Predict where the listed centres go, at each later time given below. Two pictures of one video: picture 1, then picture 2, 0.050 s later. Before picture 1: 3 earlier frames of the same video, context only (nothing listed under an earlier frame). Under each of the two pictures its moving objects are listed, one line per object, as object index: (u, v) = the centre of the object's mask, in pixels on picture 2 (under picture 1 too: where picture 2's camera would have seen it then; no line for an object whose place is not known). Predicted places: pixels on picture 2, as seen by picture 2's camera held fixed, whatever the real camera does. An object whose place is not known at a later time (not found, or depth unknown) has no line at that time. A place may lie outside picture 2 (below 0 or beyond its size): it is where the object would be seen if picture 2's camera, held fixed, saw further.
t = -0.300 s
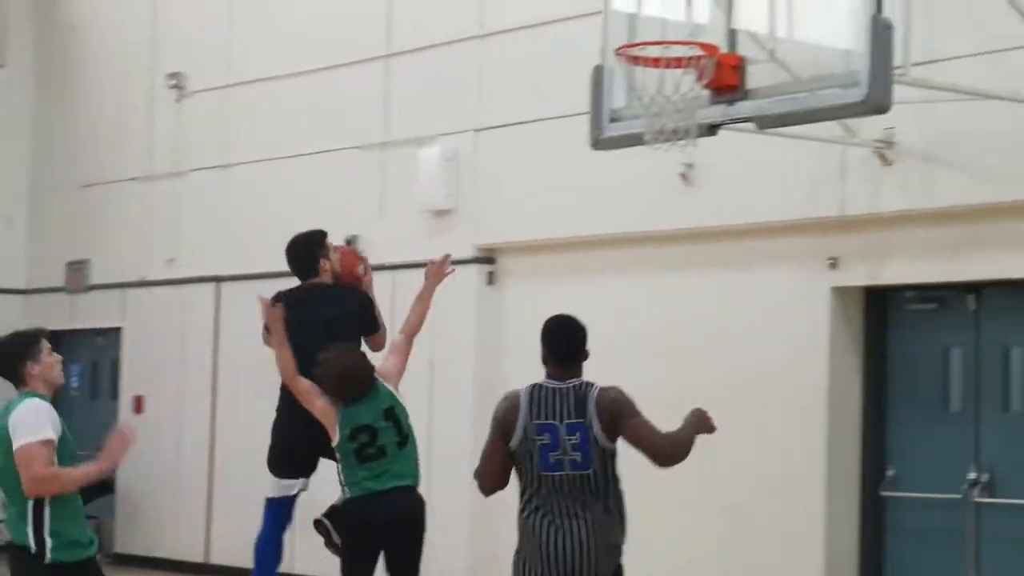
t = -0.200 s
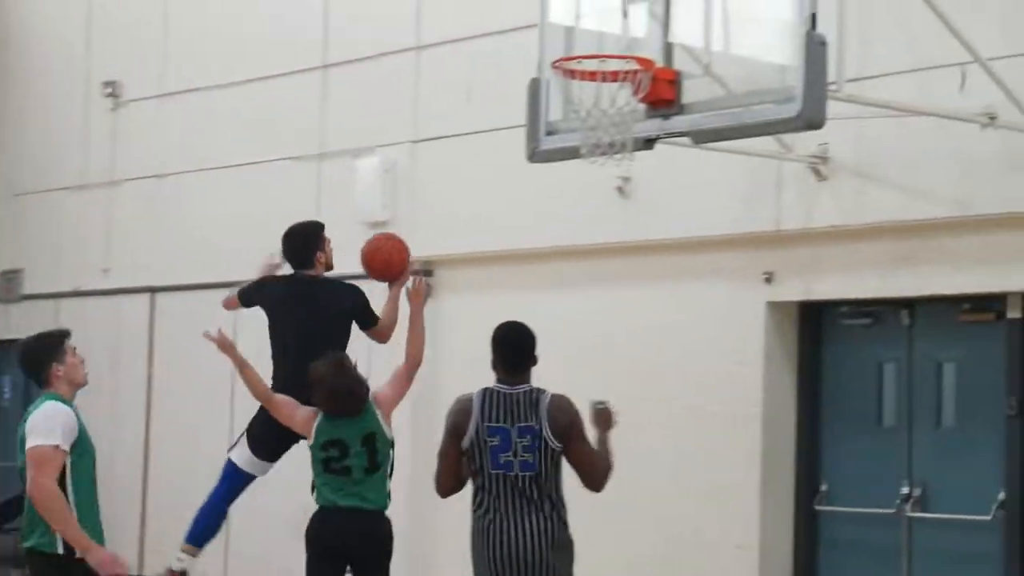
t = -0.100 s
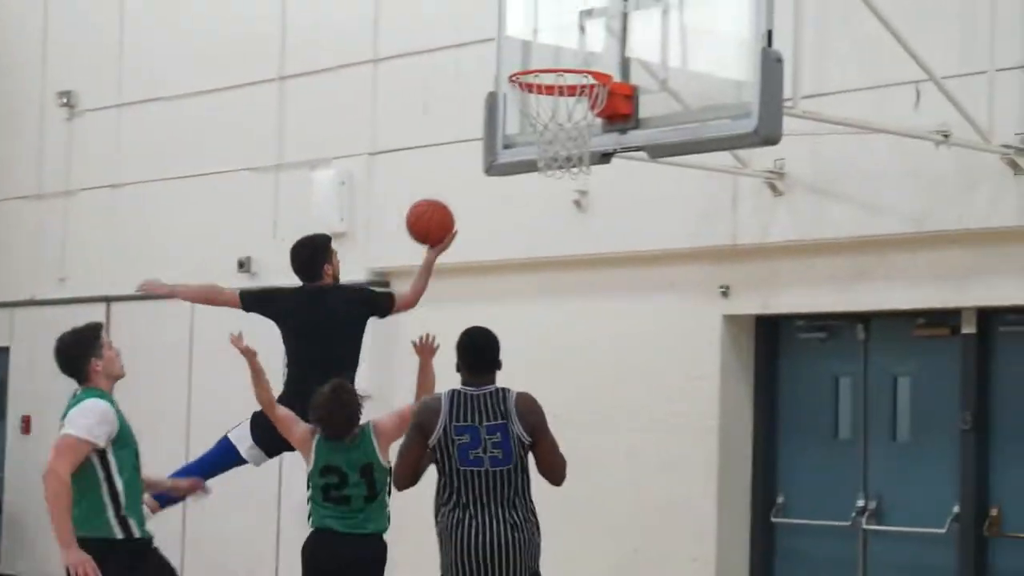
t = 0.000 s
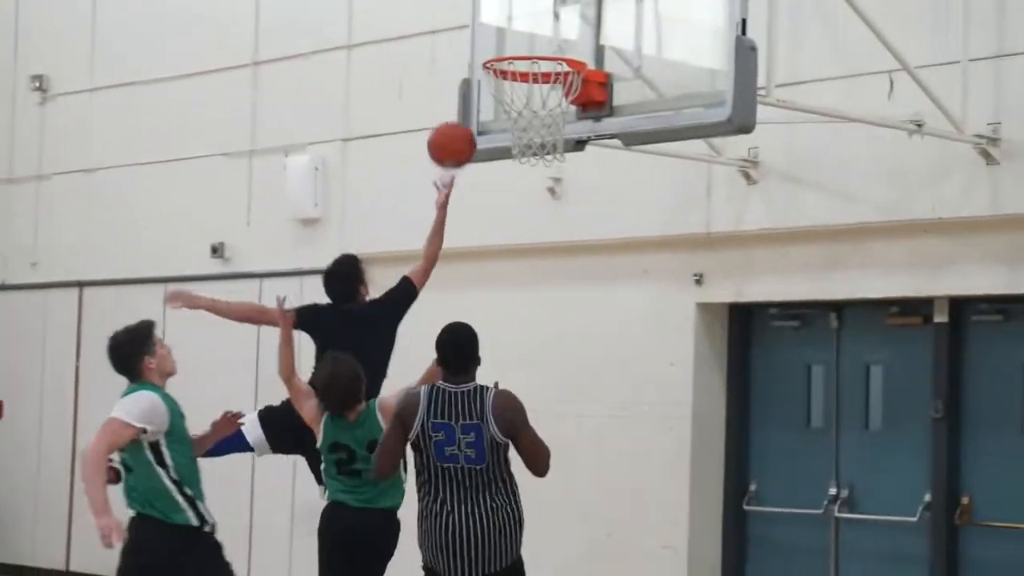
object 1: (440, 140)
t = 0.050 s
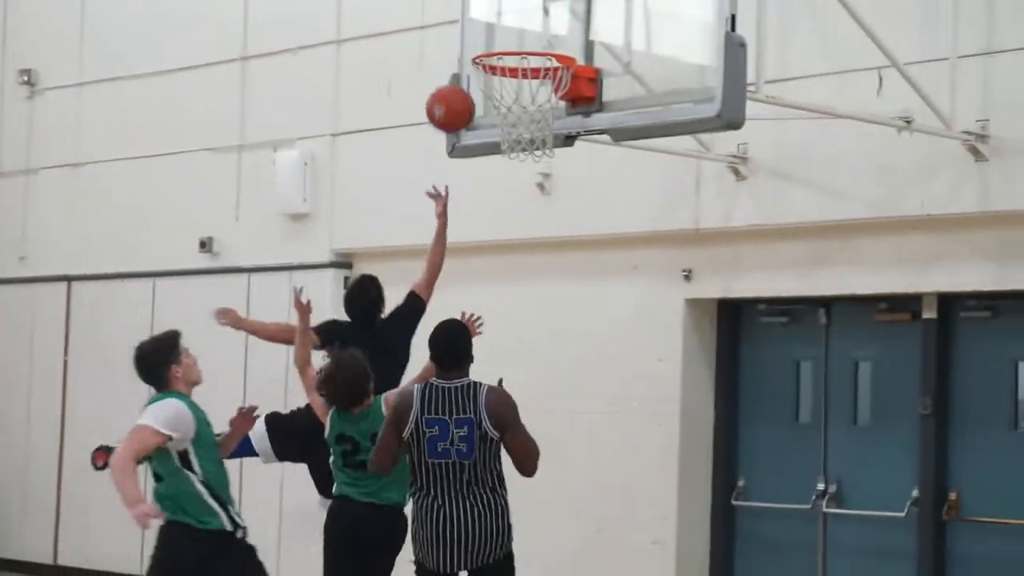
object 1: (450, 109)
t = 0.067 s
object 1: (453, 99)
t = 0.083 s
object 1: (456, 91)
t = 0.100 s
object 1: (458, 82)
